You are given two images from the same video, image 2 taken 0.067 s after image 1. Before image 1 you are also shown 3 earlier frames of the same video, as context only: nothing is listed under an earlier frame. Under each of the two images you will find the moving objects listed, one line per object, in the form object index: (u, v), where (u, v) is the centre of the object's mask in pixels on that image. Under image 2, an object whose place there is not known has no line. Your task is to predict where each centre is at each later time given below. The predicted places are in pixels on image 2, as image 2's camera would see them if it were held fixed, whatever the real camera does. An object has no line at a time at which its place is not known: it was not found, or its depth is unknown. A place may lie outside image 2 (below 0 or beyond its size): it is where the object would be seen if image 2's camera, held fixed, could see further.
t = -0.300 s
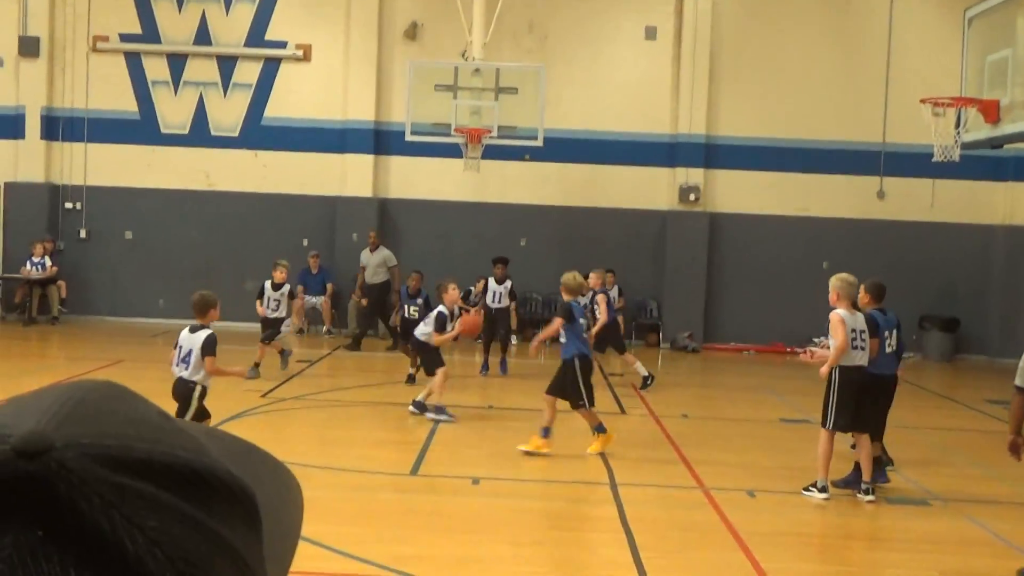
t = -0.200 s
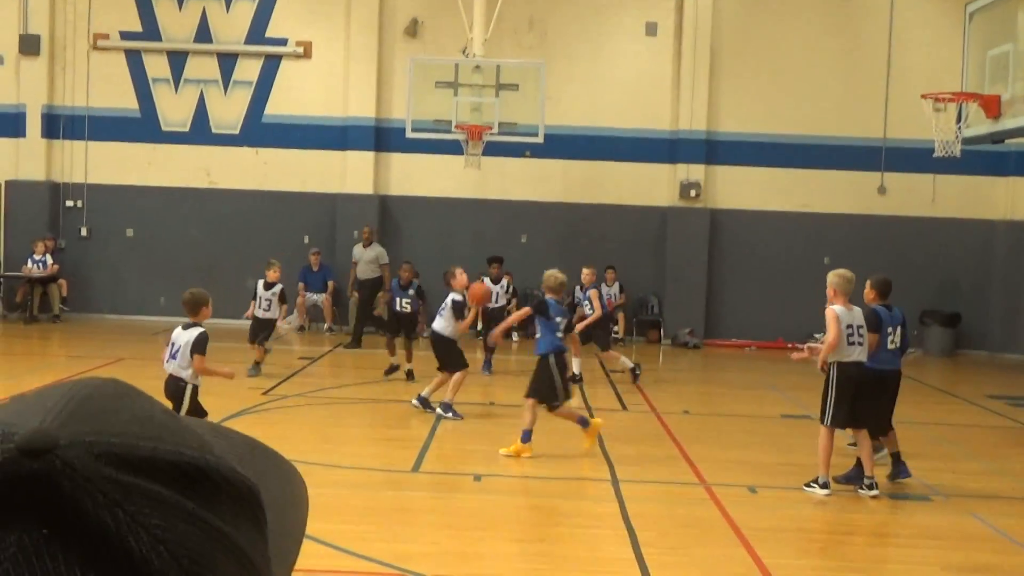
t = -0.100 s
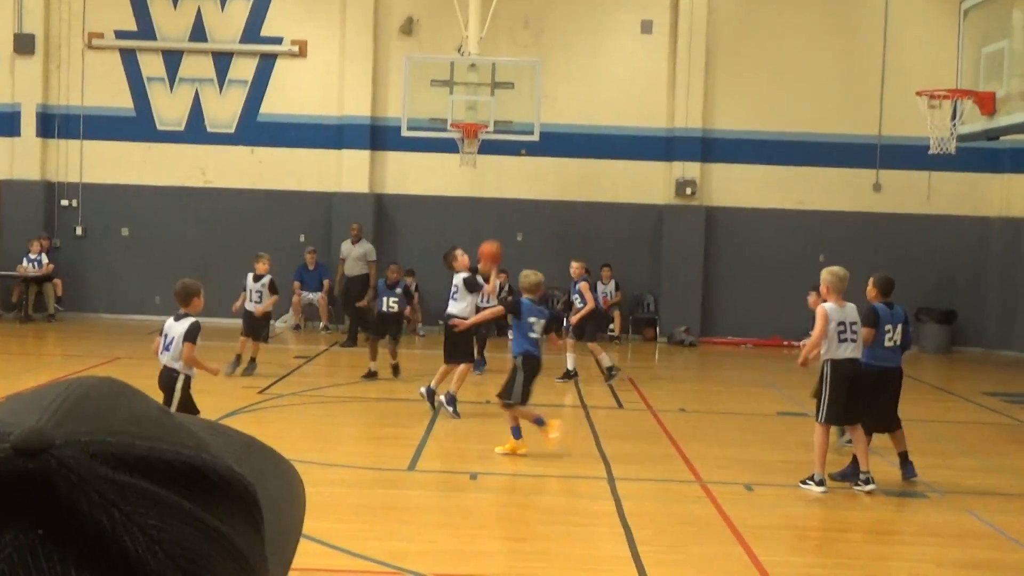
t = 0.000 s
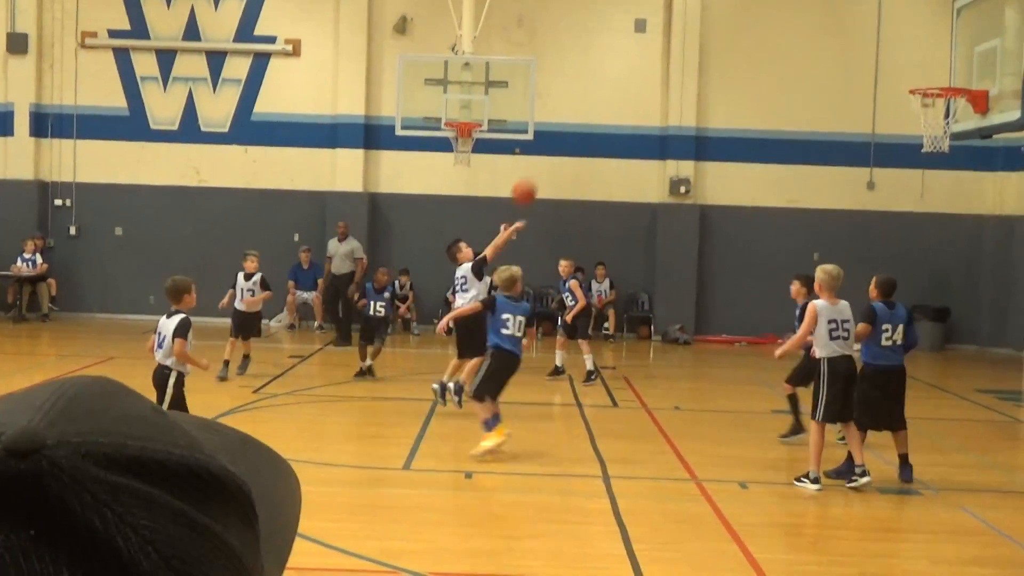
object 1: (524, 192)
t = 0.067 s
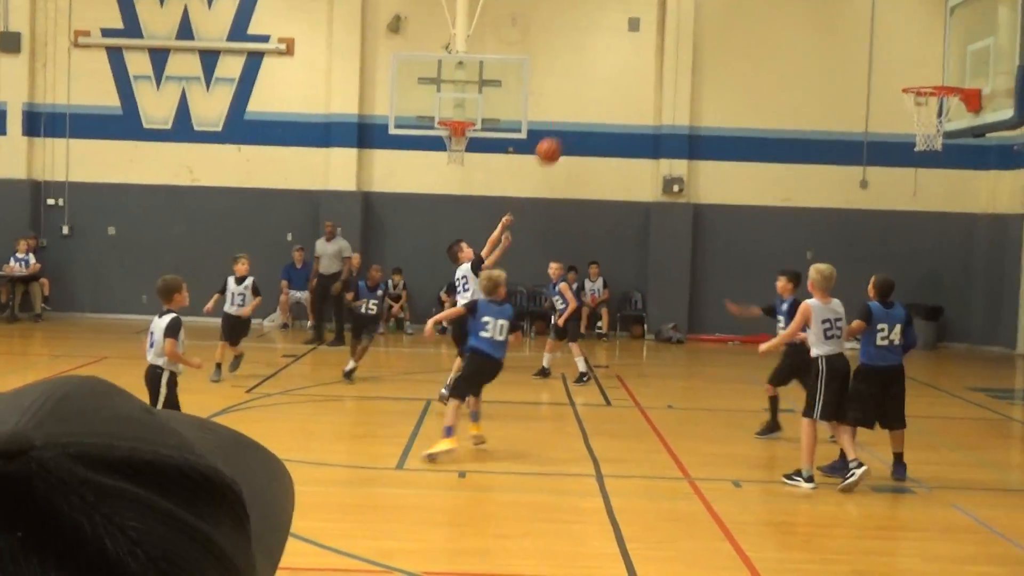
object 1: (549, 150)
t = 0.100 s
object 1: (563, 134)
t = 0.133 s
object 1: (581, 117)
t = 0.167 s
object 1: (597, 101)
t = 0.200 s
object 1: (614, 87)
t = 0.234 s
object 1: (630, 74)
